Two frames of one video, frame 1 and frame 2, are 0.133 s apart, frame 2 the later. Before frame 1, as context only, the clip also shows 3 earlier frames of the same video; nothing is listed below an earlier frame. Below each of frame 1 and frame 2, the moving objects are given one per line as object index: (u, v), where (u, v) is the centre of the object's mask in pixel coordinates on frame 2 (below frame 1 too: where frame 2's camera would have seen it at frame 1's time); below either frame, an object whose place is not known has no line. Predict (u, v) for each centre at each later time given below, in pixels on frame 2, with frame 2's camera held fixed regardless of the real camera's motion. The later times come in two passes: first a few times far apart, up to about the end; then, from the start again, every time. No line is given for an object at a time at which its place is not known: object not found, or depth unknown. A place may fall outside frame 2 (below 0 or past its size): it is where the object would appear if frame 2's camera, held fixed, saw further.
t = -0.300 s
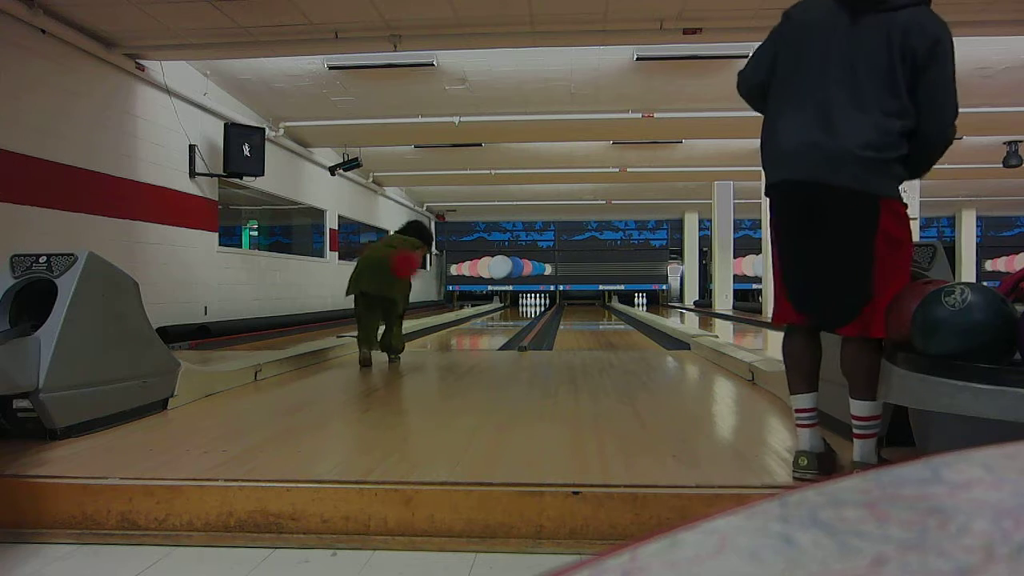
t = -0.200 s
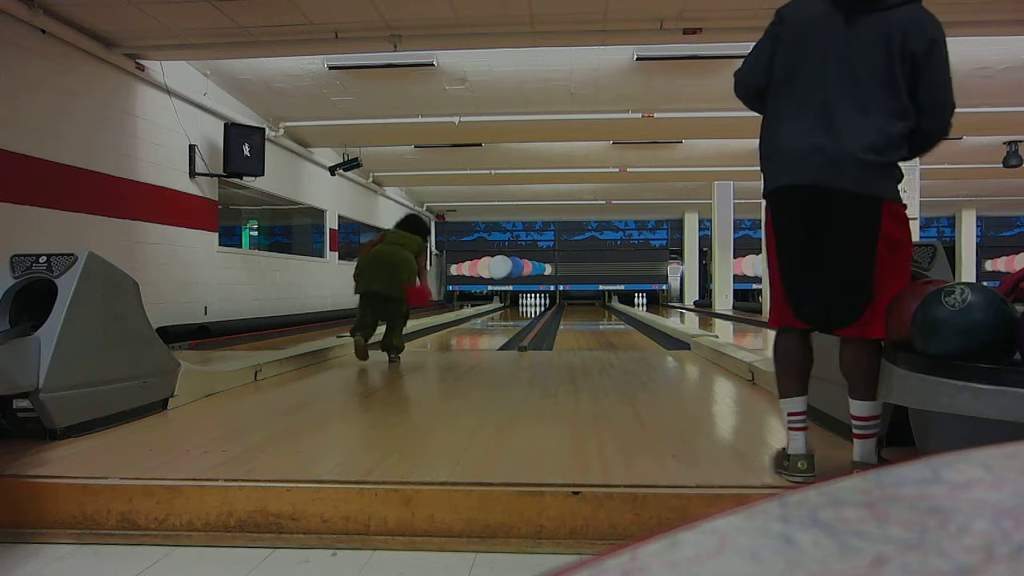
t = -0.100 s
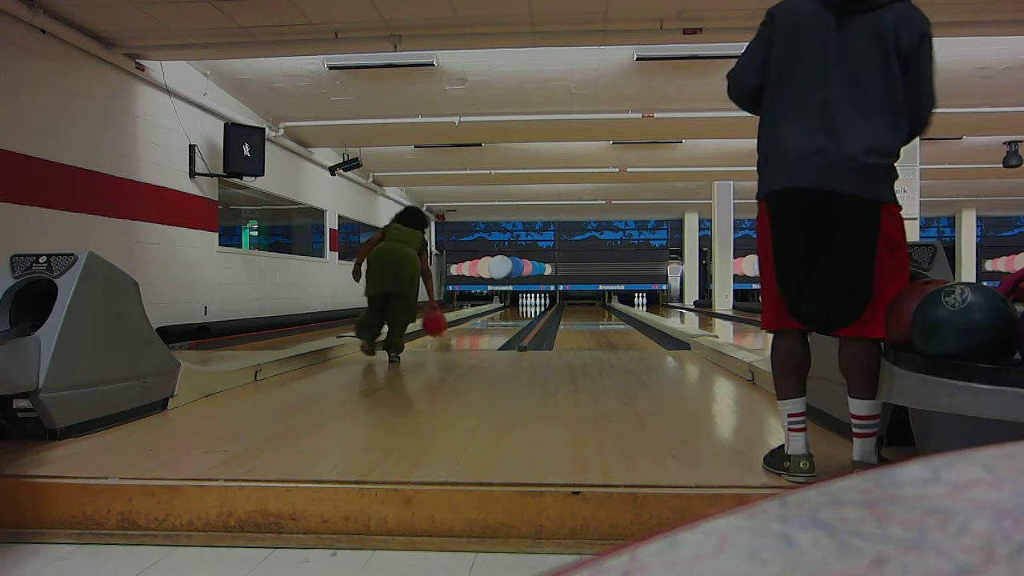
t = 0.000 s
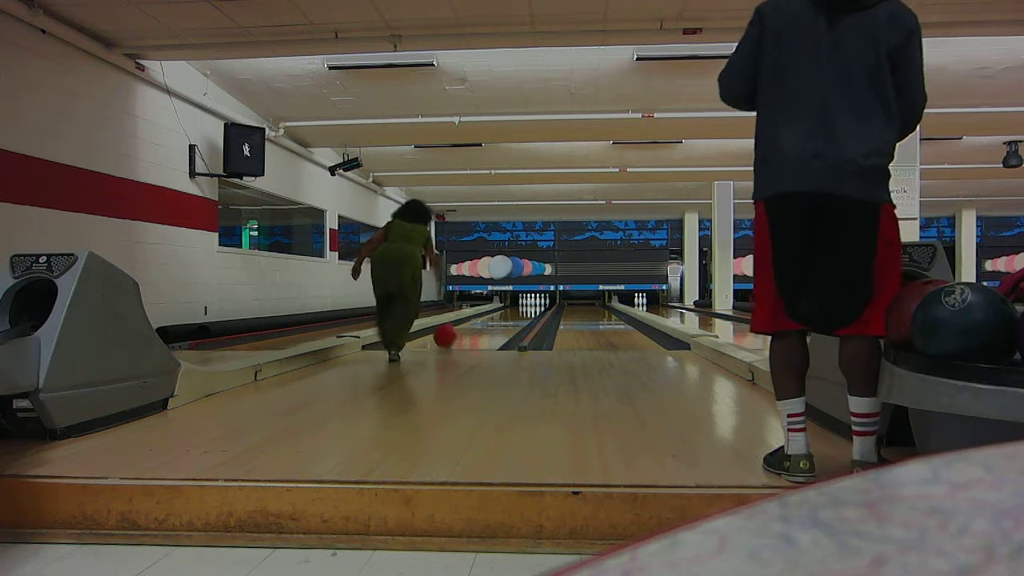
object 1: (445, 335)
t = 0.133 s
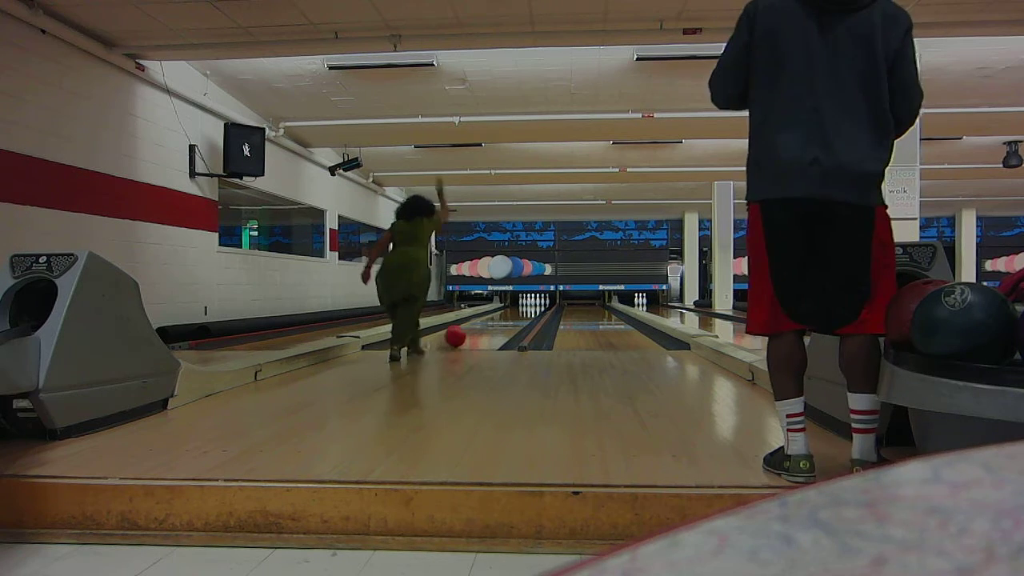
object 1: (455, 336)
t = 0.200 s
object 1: (459, 334)
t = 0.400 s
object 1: (470, 328)
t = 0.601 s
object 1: (478, 324)
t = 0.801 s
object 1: (483, 320)
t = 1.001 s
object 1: (488, 319)
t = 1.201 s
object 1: (491, 316)
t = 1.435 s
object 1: (494, 314)
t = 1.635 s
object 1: (497, 313)
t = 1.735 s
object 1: (498, 312)
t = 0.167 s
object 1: (457, 335)
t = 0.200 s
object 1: (459, 334)
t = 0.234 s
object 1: (461, 333)
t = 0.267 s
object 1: (463, 331)
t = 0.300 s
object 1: (464, 331)
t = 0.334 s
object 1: (466, 330)
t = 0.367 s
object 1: (468, 329)
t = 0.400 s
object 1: (470, 328)
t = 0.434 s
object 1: (471, 327)
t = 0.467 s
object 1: (473, 326)
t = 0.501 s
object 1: (475, 326)
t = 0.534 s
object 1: (476, 325)
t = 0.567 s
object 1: (476, 324)
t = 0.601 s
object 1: (478, 324)
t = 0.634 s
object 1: (479, 323)
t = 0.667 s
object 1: (480, 323)
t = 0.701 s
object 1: (481, 322)
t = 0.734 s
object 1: (482, 322)
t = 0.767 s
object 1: (482, 321)
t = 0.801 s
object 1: (483, 320)
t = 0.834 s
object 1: (484, 320)
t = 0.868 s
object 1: (485, 320)
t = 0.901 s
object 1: (485, 319)
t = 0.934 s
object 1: (486, 319)
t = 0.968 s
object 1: (487, 319)
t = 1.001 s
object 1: (488, 319)
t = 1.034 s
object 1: (489, 318)
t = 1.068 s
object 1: (489, 318)
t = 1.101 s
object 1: (489, 318)
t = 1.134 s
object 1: (490, 317)
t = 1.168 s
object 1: (491, 316)
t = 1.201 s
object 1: (491, 316)
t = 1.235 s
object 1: (492, 316)
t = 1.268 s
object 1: (492, 316)
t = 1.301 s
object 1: (493, 315)
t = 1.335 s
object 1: (493, 315)
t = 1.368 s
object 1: (494, 315)
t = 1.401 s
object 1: (494, 315)
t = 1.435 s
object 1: (494, 314)
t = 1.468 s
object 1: (495, 314)
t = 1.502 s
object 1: (495, 314)
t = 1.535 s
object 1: (495, 314)
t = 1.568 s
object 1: (496, 313)
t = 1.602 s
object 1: (496, 313)
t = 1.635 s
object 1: (497, 313)
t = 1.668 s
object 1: (496, 312)
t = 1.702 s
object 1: (497, 312)
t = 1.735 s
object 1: (498, 312)
